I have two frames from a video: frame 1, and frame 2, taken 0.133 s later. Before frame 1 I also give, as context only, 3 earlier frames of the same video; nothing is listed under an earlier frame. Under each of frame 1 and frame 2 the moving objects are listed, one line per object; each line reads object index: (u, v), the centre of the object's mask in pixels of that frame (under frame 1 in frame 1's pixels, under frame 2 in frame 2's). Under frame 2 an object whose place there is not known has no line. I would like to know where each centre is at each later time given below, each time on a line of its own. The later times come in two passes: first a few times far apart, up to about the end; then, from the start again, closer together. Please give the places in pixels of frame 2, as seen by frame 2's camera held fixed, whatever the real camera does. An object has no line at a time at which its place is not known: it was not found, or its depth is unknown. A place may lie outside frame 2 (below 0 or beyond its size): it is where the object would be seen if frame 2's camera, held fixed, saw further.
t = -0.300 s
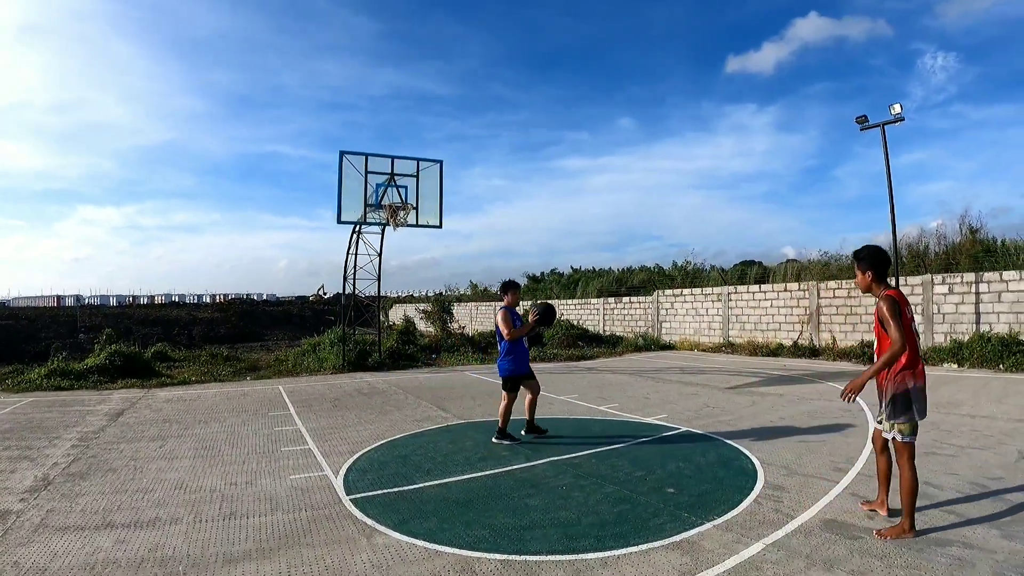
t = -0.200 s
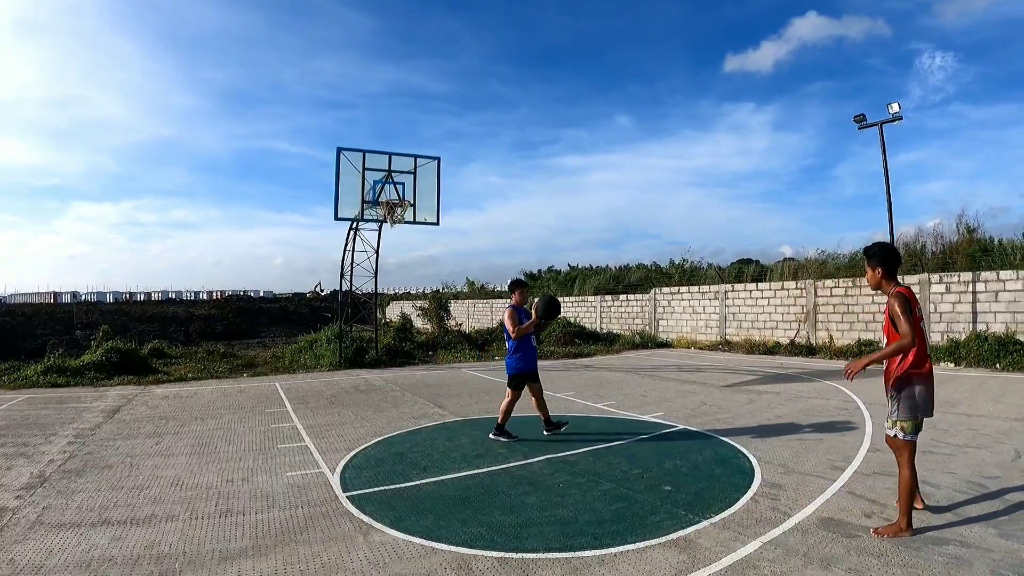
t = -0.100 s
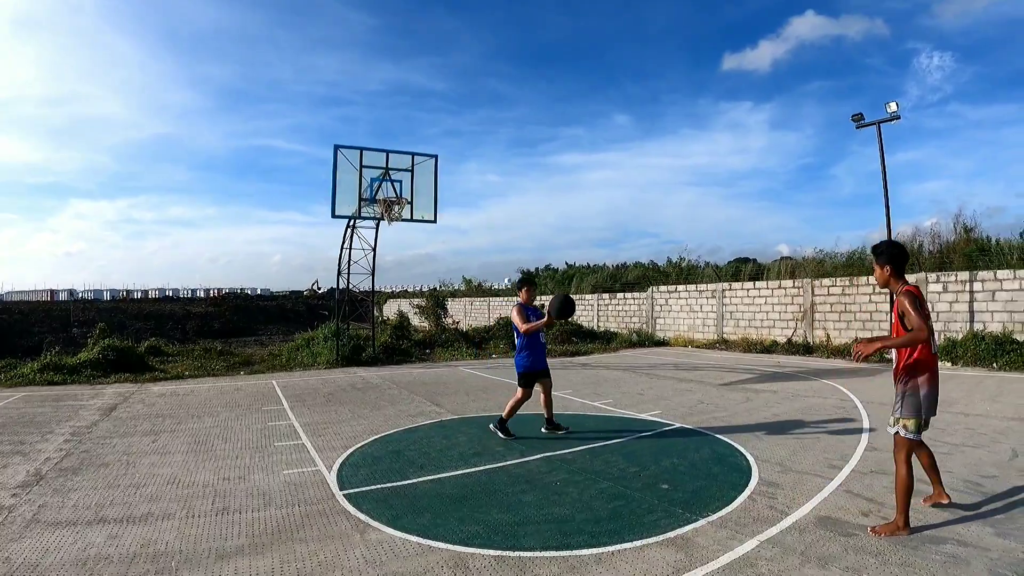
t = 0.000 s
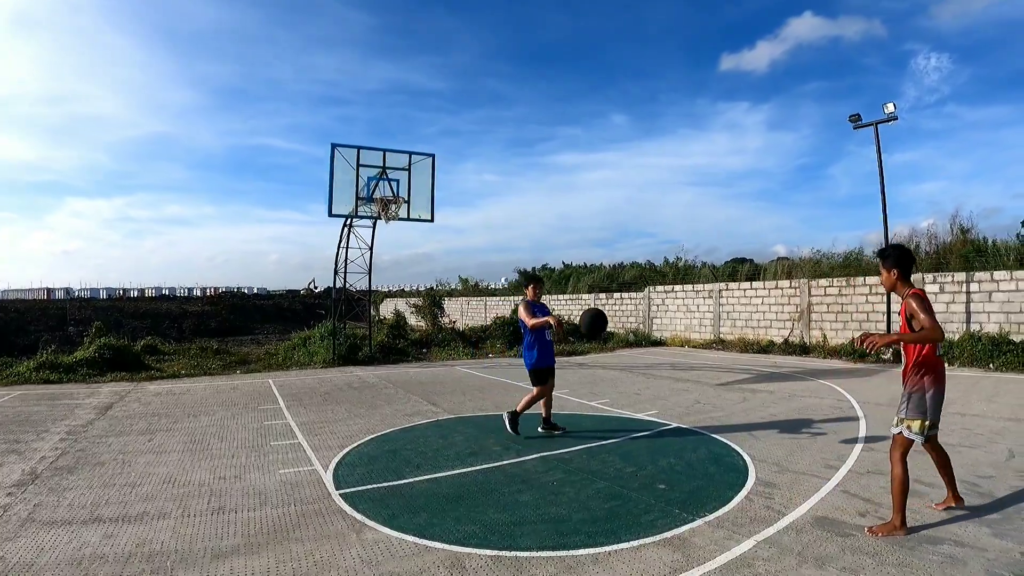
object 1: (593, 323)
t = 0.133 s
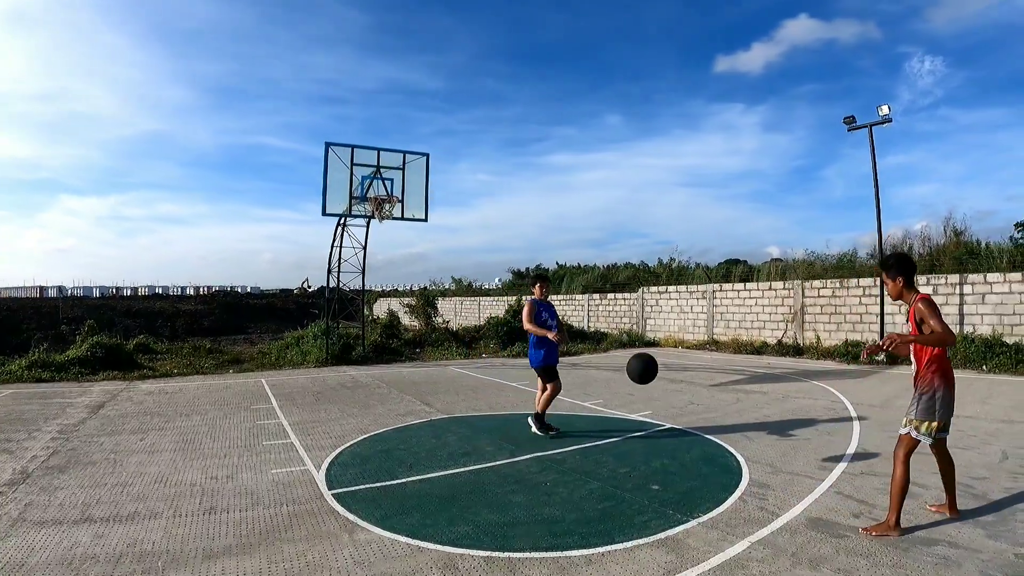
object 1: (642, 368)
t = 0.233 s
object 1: (689, 424)
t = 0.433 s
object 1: (767, 426)
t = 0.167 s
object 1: (657, 385)
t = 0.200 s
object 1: (673, 404)
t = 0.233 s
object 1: (689, 424)
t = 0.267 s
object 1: (706, 447)
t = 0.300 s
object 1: (722, 472)
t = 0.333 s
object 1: (735, 477)
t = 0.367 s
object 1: (745, 459)
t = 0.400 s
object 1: (755, 442)
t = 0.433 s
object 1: (767, 426)
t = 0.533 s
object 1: (801, 385)
